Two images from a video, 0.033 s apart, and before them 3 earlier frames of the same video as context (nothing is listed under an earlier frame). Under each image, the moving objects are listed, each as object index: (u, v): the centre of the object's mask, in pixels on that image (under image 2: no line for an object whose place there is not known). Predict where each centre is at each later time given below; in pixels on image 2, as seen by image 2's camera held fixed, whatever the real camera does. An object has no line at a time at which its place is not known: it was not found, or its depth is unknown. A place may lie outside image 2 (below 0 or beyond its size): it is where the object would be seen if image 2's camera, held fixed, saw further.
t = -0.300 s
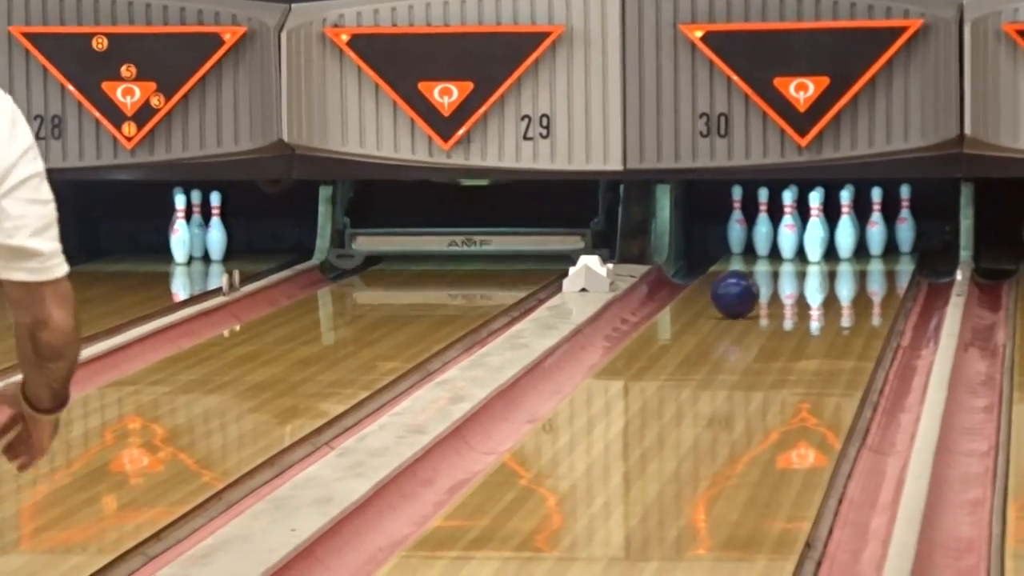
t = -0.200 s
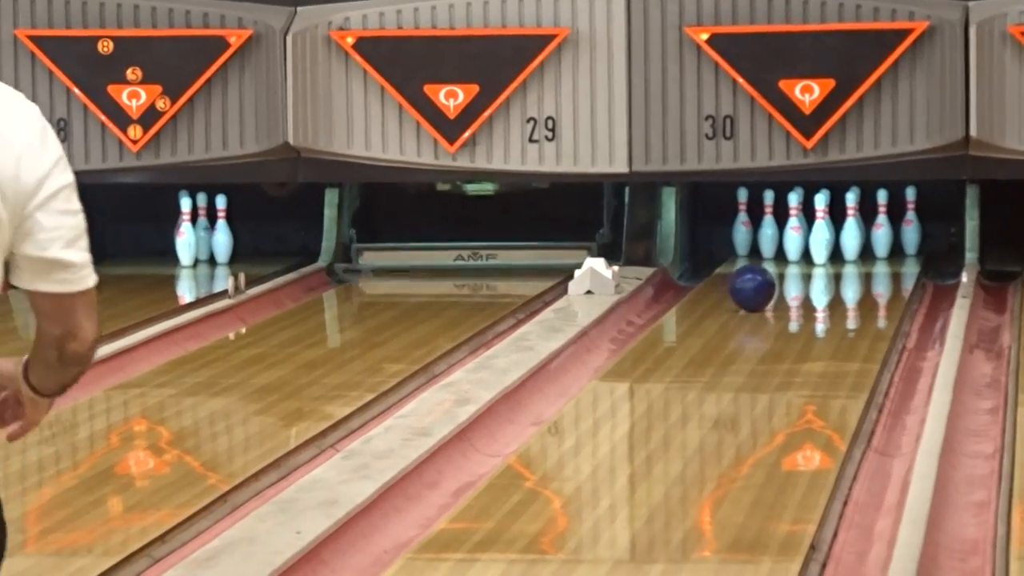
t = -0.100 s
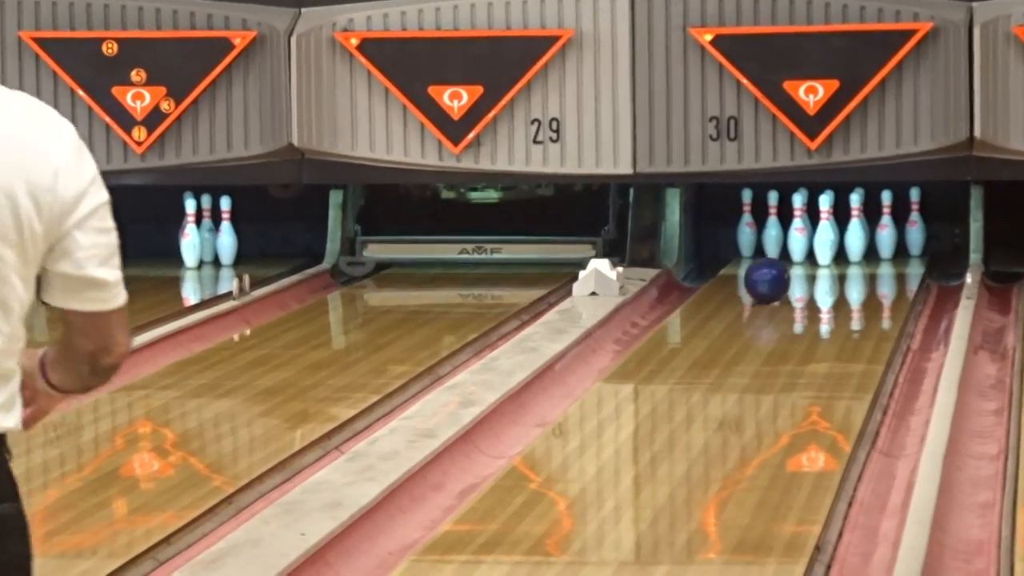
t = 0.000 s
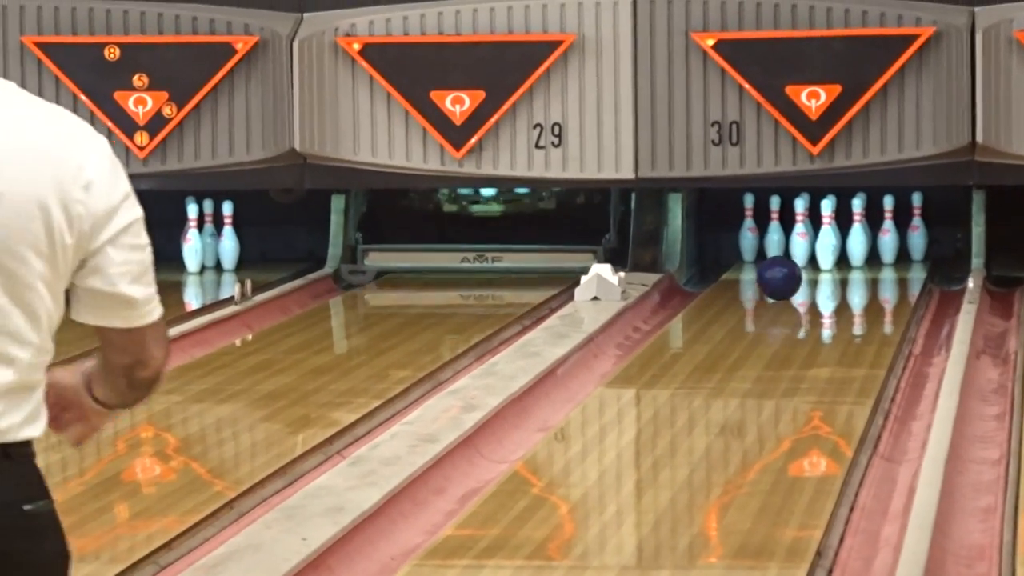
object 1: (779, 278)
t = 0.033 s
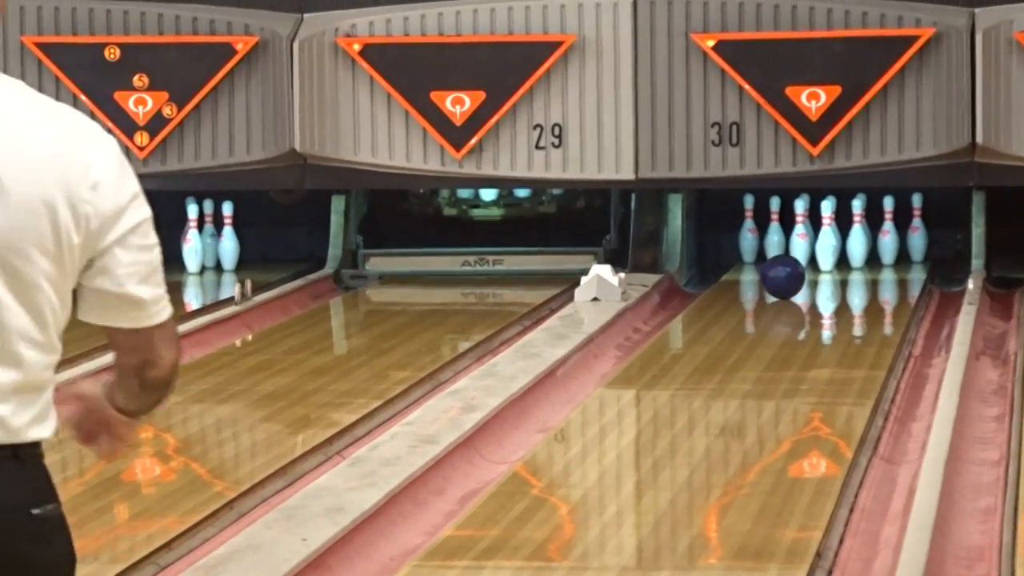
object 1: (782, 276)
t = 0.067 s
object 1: (786, 275)
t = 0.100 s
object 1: (789, 272)
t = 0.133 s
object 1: (792, 271)
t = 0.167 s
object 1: (796, 268)
